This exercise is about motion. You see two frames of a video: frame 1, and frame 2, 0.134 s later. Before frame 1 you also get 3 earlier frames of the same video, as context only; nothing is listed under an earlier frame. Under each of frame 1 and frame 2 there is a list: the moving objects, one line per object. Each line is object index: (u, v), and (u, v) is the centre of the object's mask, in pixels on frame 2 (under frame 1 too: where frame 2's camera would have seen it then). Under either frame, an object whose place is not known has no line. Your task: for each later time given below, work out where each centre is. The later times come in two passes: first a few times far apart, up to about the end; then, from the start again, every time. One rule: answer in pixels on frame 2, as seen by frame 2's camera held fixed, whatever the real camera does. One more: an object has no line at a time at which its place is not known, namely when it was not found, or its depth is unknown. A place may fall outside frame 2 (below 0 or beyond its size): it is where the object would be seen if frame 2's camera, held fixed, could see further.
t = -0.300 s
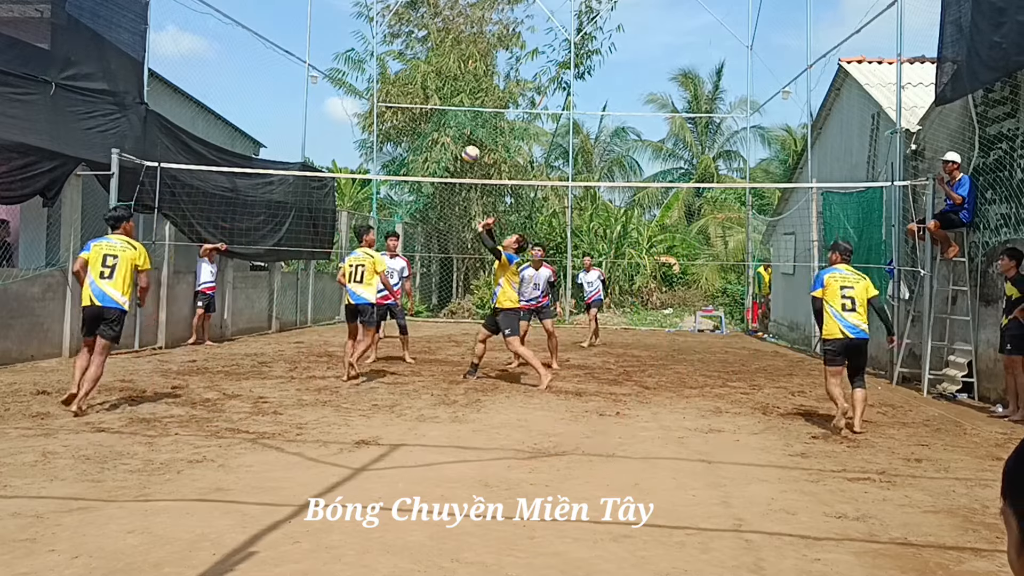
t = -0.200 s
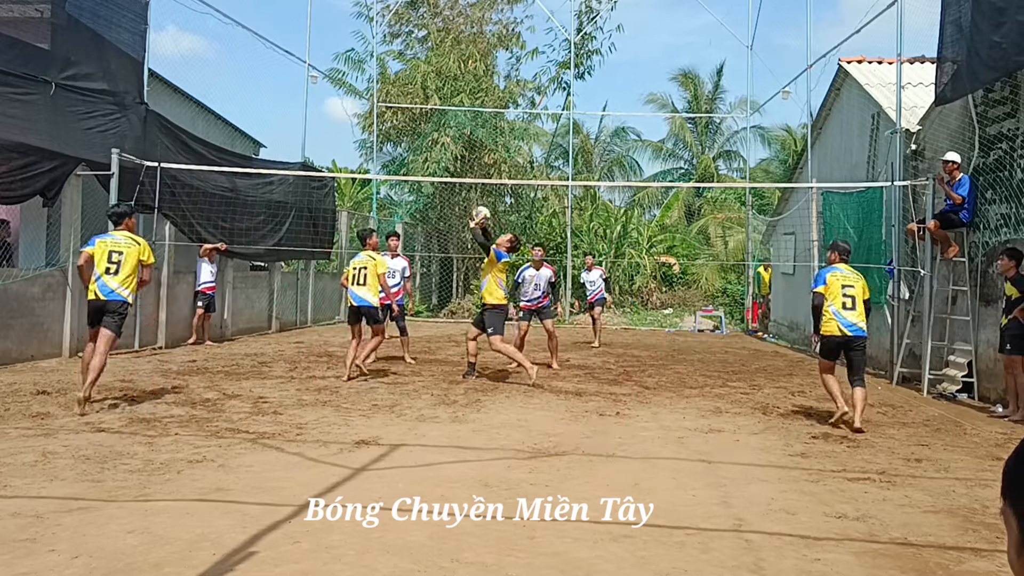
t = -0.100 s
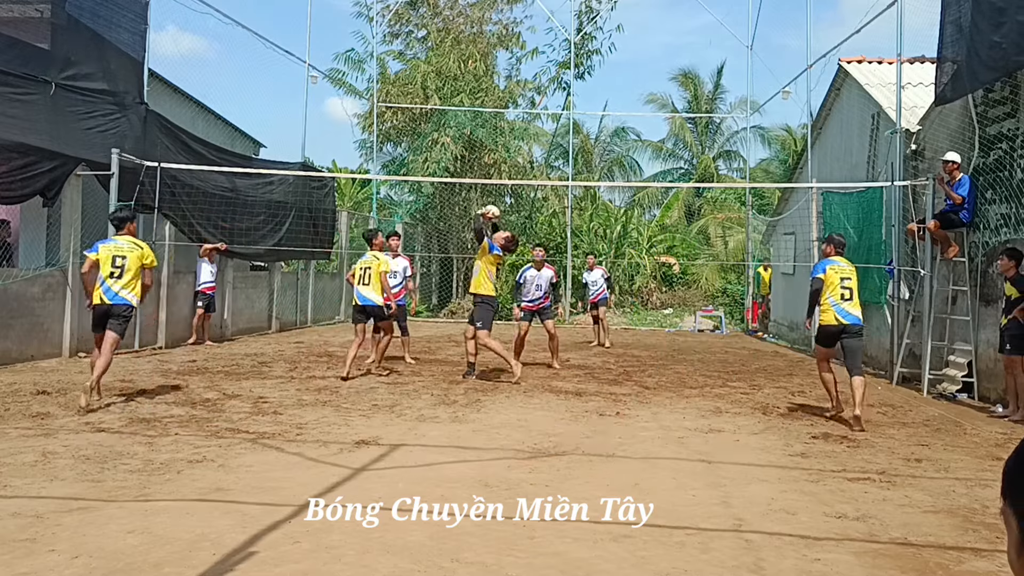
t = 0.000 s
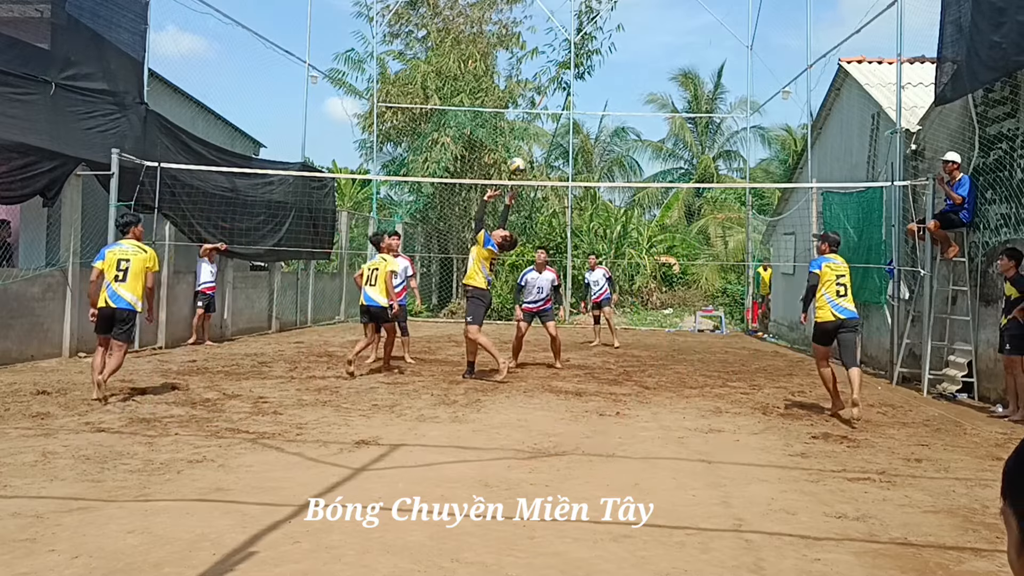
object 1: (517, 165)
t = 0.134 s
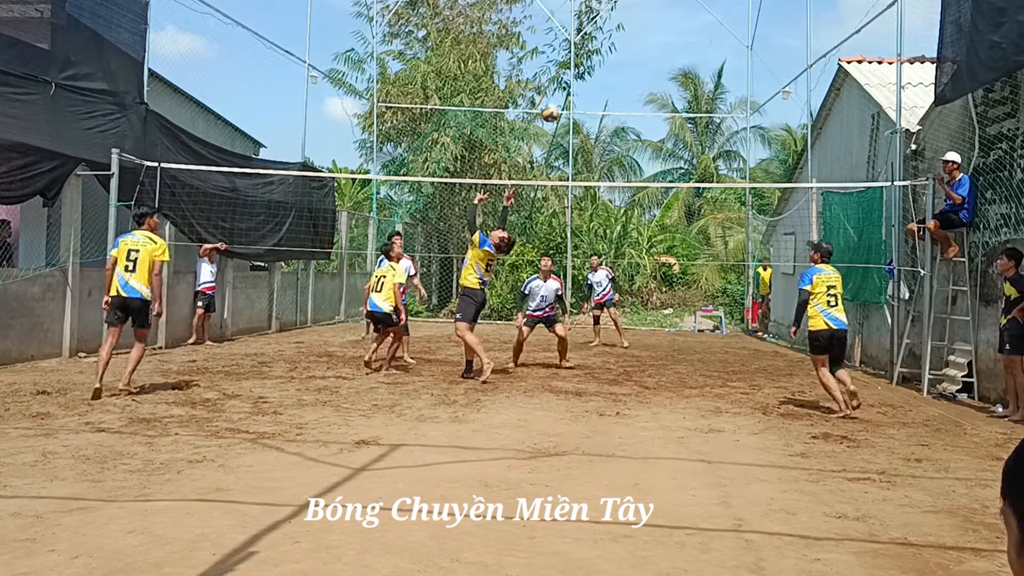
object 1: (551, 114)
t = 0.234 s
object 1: (575, 83)
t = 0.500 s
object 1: (638, 47)
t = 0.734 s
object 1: (690, 66)
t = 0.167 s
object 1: (558, 102)
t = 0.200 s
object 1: (566, 92)
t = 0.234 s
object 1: (575, 83)
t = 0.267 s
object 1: (583, 75)
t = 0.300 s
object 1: (591, 68)
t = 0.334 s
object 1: (599, 62)
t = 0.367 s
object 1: (607, 58)
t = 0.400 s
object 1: (615, 53)
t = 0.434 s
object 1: (622, 50)
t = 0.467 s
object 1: (630, 48)
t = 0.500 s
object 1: (638, 47)
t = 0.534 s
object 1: (645, 46)
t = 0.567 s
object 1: (653, 47)
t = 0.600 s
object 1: (661, 49)
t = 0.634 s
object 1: (668, 52)
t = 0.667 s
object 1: (675, 56)
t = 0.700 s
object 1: (683, 61)
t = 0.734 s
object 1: (690, 66)
